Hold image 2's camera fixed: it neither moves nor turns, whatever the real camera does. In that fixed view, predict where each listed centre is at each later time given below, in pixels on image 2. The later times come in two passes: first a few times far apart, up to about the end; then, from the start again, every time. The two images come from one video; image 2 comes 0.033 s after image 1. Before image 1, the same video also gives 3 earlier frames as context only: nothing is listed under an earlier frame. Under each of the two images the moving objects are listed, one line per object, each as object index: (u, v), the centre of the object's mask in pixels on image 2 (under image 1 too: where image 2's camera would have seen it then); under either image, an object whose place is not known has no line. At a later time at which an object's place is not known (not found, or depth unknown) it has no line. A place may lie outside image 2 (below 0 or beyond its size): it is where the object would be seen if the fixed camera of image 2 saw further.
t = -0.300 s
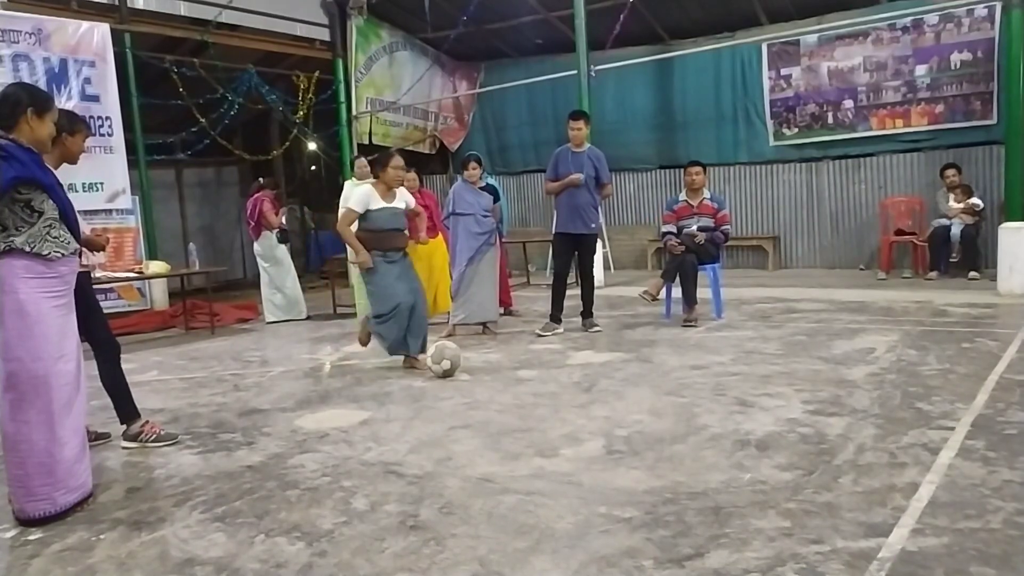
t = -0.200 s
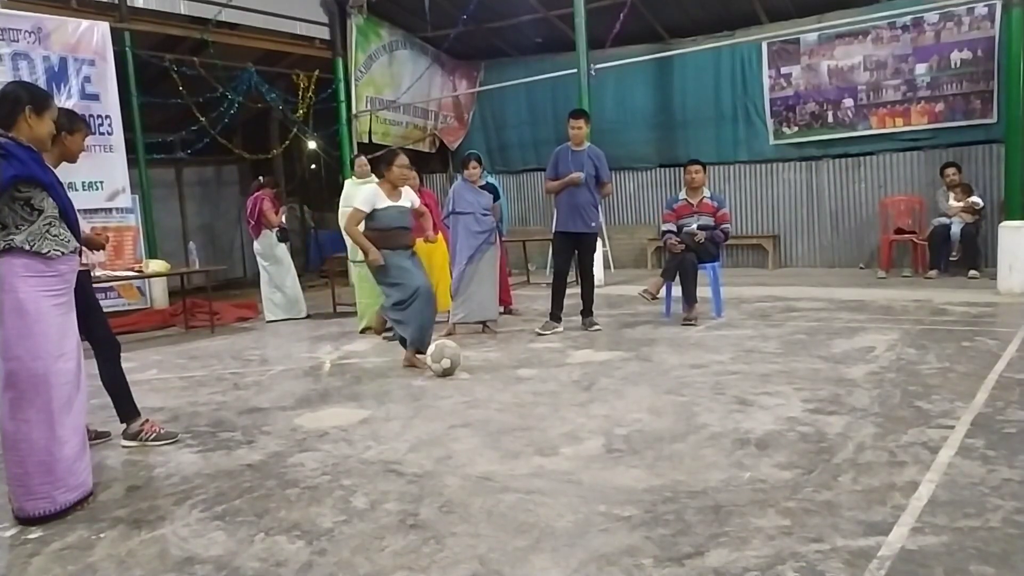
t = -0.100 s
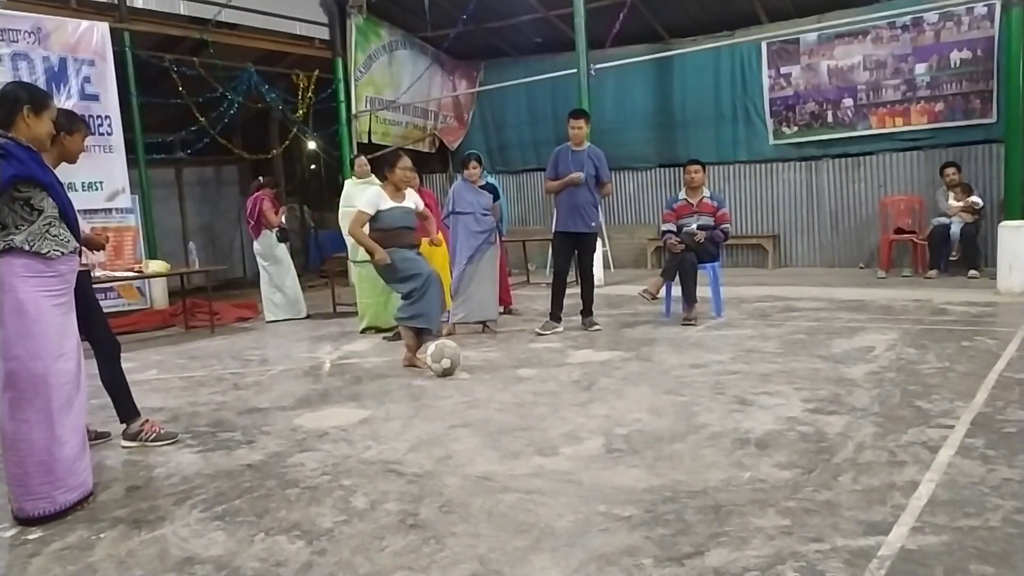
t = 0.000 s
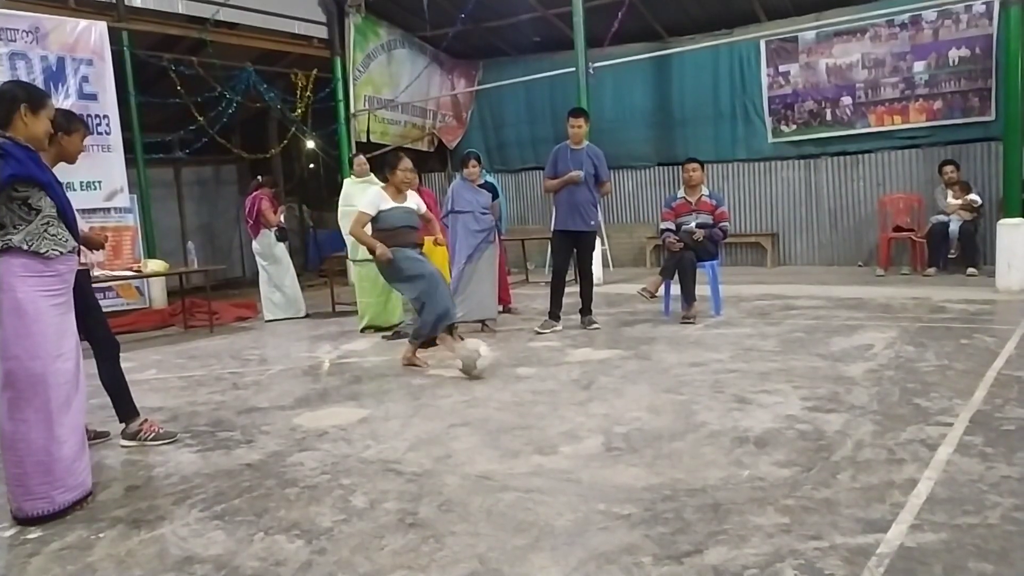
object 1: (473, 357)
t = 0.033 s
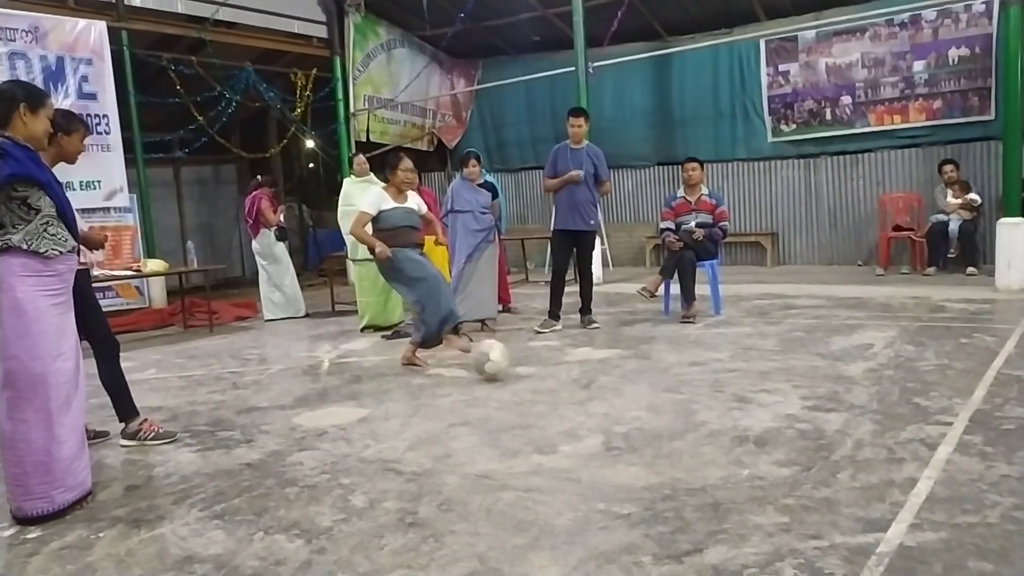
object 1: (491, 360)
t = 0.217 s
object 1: (594, 382)
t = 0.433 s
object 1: (726, 396)
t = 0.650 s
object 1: (869, 412)
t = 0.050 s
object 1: (501, 362)
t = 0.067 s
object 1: (513, 365)
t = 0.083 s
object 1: (521, 367)
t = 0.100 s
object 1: (529, 367)
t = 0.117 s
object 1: (538, 367)
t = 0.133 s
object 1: (547, 368)
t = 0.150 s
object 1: (557, 370)
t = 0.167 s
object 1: (567, 373)
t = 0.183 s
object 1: (576, 375)
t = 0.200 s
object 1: (584, 378)
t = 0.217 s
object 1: (594, 382)
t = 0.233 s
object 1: (604, 377)
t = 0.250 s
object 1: (614, 381)
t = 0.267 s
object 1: (626, 381)
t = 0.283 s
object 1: (637, 382)
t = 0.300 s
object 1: (645, 383)
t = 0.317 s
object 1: (655, 384)
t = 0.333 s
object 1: (665, 386)
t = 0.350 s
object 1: (675, 387)
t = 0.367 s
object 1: (686, 388)
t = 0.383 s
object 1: (694, 390)
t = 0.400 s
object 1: (706, 392)
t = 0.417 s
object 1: (718, 394)
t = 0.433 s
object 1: (726, 396)
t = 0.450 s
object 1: (734, 396)
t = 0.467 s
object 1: (745, 397)
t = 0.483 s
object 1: (755, 399)
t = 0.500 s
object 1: (766, 399)
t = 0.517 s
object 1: (777, 399)
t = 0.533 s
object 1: (786, 401)
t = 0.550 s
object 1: (798, 404)
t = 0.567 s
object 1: (808, 405)
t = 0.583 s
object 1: (821, 407)
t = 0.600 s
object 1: (832, 408)
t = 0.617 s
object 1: (845, 408)
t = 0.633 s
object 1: (858, 410)
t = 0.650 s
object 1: (869, 412)
